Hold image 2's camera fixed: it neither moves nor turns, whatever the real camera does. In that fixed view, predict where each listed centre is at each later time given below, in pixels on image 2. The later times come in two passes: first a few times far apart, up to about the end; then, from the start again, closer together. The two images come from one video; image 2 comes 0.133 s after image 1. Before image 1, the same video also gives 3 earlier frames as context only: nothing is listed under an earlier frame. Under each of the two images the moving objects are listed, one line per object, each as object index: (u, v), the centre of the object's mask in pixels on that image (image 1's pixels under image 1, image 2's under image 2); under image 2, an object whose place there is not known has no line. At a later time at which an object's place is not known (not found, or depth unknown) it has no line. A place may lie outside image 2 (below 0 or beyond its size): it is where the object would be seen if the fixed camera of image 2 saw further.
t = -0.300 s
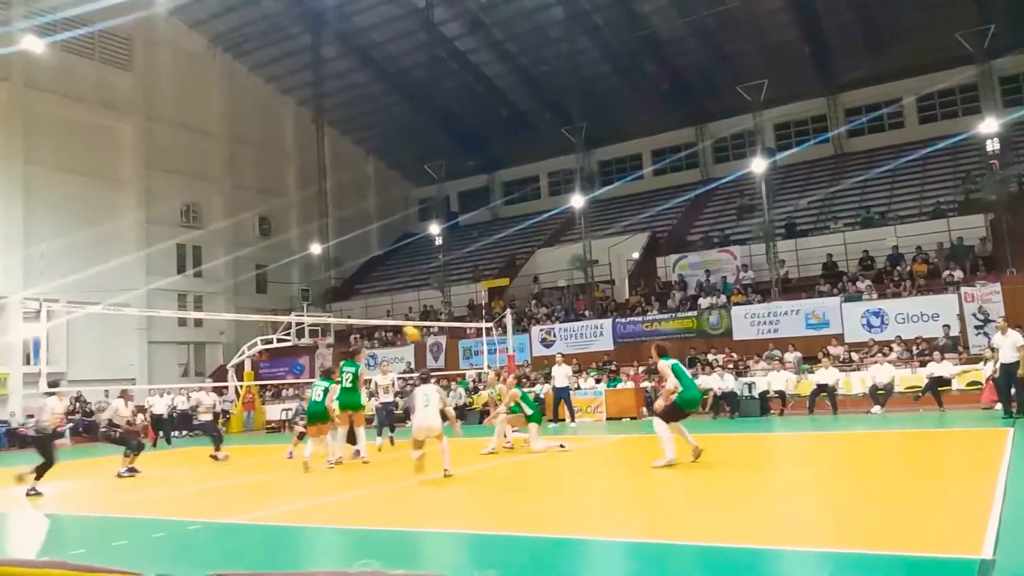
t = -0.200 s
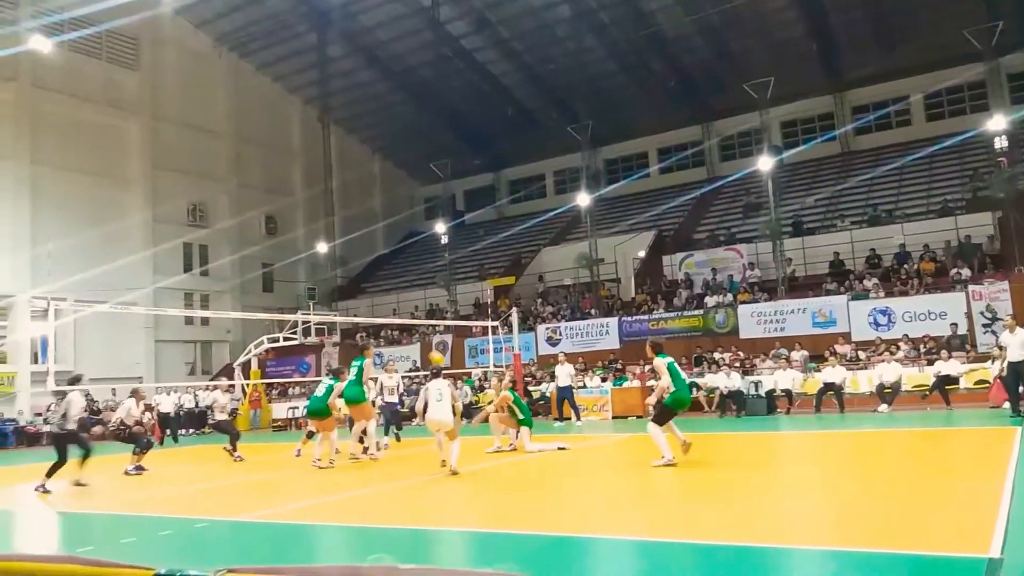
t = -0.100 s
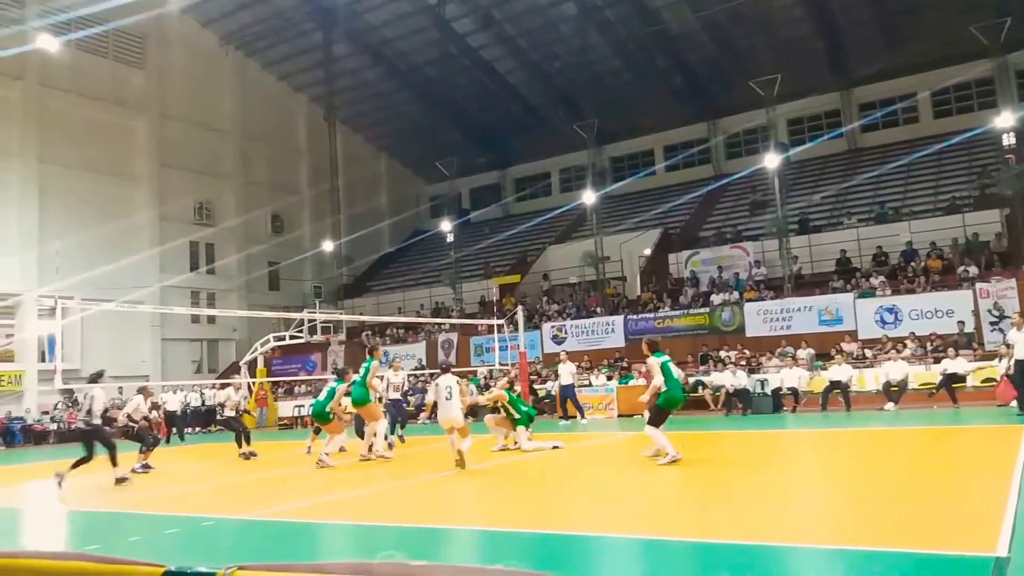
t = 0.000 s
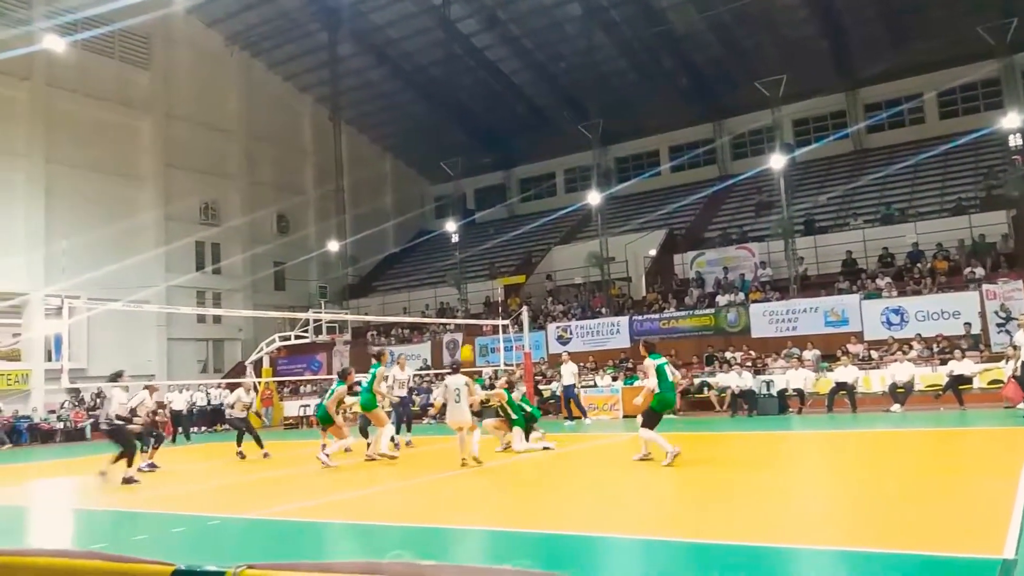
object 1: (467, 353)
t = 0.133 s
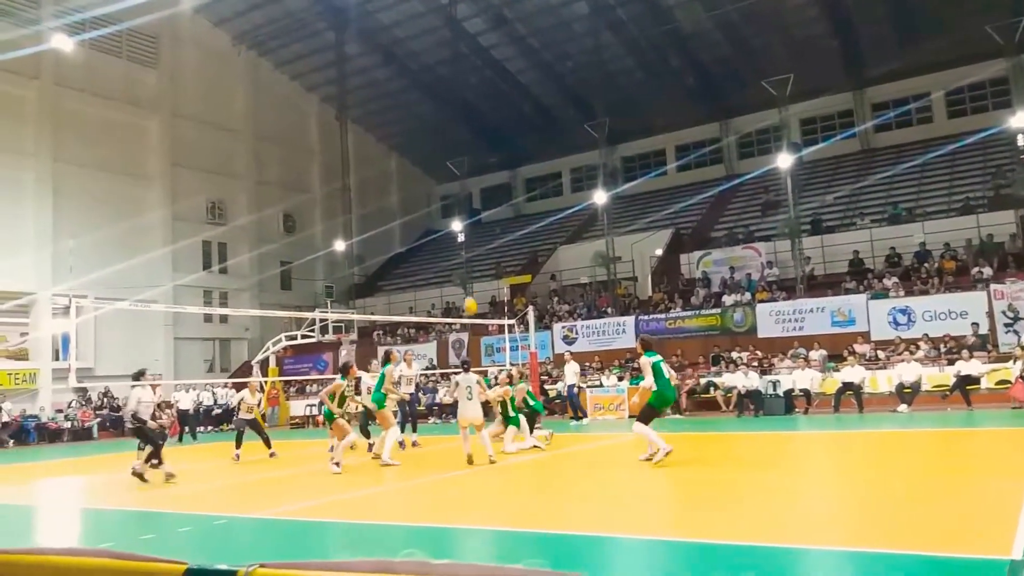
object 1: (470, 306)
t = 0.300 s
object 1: (467, 259)
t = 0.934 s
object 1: (468, 238)
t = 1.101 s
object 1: (470, 274)
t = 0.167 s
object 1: (469, 296)
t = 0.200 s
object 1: (468, 285)
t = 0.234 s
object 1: (468, 276)
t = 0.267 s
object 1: (468, 267)
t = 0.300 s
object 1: (467, 259)
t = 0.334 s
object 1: (467, 253)
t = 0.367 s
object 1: (467, 247)
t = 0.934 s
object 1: (468, 238)
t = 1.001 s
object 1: (468, 250)
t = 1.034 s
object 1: (469, 257)
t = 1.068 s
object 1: (470, 265)
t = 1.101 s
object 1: (470, 274)
